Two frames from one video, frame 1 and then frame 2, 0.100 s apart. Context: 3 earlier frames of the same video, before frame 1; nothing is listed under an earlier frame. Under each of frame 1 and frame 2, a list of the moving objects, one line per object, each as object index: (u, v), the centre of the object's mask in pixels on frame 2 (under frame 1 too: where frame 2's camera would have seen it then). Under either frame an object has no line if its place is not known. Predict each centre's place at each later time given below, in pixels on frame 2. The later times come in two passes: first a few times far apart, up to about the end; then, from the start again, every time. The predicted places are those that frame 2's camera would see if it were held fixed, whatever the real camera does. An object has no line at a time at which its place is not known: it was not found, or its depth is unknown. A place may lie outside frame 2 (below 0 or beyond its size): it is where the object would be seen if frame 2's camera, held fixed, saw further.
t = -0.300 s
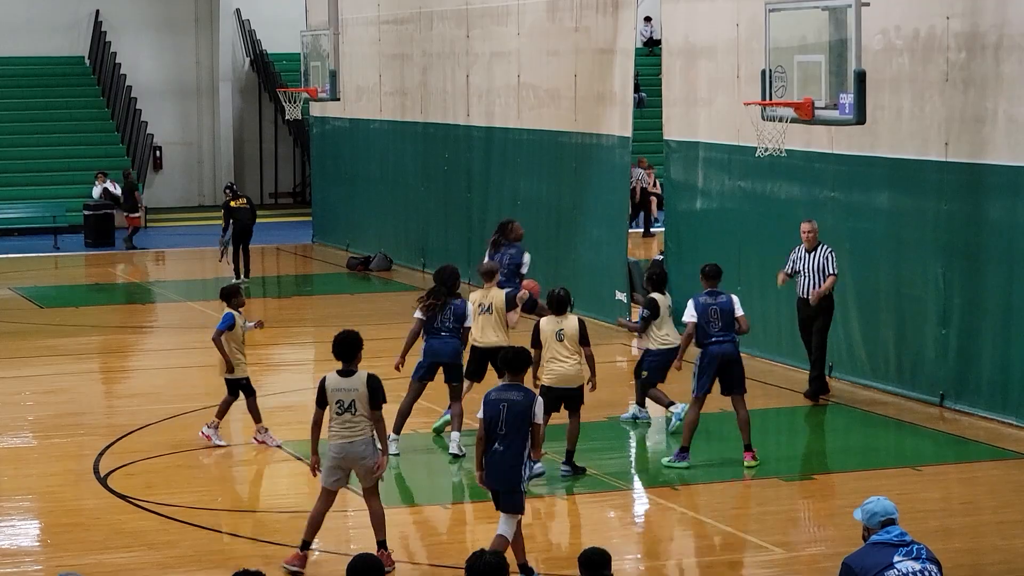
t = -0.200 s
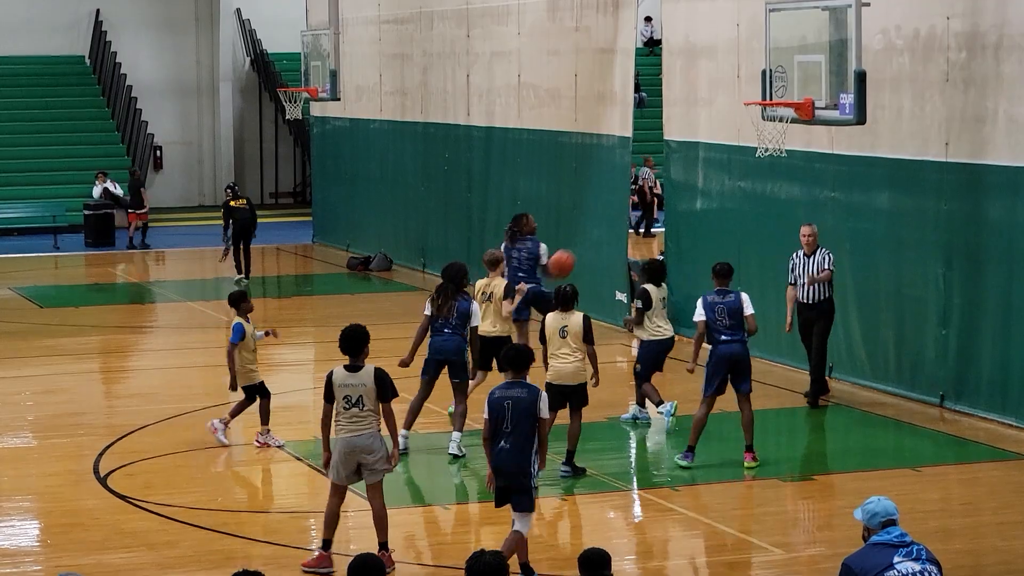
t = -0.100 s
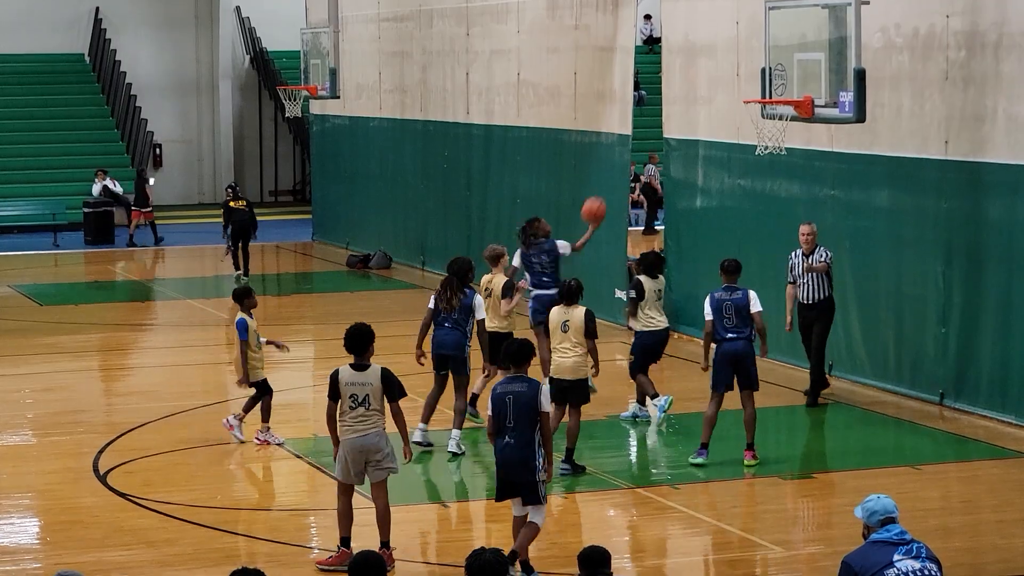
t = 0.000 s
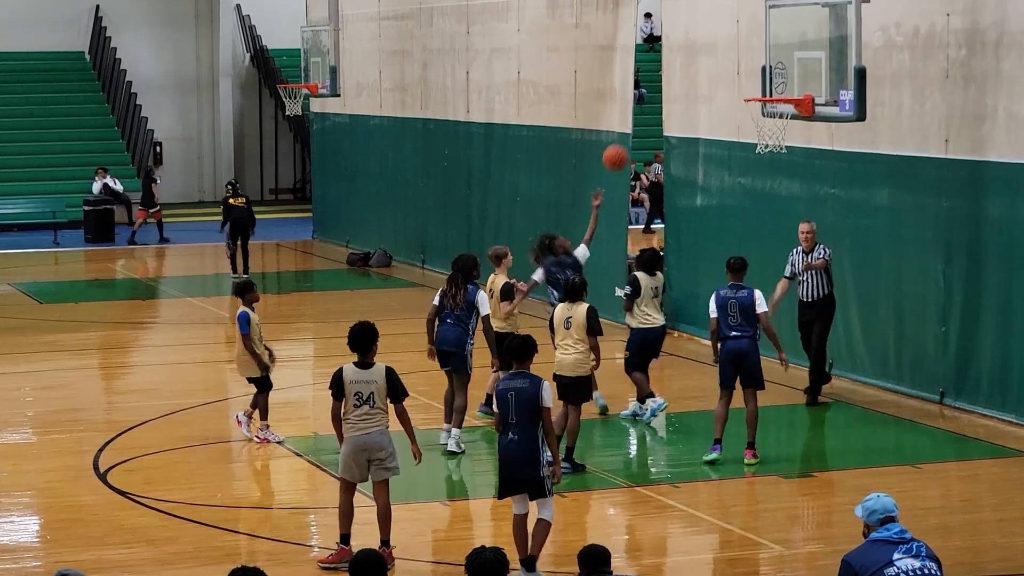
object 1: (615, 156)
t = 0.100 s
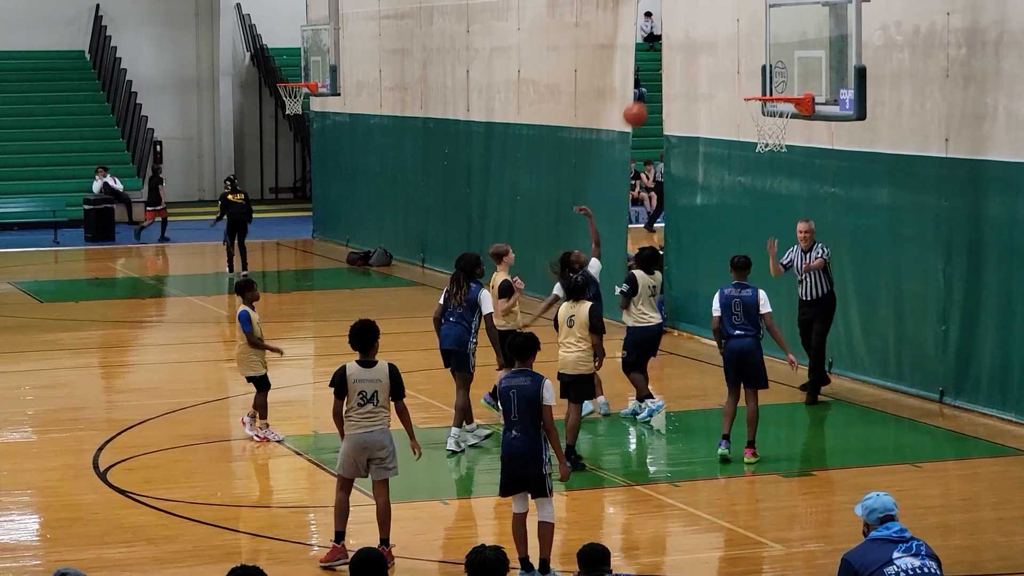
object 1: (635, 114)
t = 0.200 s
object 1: (655, 82)
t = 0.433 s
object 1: (706, 45)
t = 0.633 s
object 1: (750, 58)
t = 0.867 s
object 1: (778, 64)
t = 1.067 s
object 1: (773, 51)
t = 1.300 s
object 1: (767, 87)
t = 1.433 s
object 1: (755, 124)
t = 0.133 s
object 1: (642, 104)
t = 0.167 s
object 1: (649, 92)
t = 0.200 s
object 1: (655, 82)
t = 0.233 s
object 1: (662, 74)
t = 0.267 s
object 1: (669, 66)
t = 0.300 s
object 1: (677, 60)
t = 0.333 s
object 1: (684, 54)
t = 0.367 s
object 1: (691, 50)
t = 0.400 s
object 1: (698, 47)
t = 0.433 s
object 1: (706, 45)
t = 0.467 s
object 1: (713, 44)
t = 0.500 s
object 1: (720, 45)
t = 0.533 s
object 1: (728, 46)
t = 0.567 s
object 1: (735, 49)
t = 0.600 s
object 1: (743, 53)
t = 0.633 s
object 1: (750, 58)
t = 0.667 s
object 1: (758, 64)
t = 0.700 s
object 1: (766, 72)
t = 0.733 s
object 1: (774, 81)
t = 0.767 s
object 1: (780, 86)
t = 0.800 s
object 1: (779, 78)
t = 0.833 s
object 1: (778, 70)
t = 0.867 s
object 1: (778, 64)
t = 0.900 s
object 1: (776, 57)
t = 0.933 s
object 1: (777, 54)
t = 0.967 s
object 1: (775, 52)
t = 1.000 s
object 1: (774, 50)
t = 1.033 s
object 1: (774, 50)
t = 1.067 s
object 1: (773, 51)
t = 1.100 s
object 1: (772, 50)
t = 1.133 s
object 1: (771, 55)
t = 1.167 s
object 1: (771, 60)
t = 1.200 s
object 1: (770, 66)
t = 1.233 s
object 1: (769, 73)
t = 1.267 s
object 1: (768, 80)
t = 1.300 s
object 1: (767, 87)
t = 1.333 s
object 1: (765, 91)
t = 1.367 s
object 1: (762, 106)
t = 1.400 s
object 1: (759, 113)
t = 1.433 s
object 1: (755, 124)
